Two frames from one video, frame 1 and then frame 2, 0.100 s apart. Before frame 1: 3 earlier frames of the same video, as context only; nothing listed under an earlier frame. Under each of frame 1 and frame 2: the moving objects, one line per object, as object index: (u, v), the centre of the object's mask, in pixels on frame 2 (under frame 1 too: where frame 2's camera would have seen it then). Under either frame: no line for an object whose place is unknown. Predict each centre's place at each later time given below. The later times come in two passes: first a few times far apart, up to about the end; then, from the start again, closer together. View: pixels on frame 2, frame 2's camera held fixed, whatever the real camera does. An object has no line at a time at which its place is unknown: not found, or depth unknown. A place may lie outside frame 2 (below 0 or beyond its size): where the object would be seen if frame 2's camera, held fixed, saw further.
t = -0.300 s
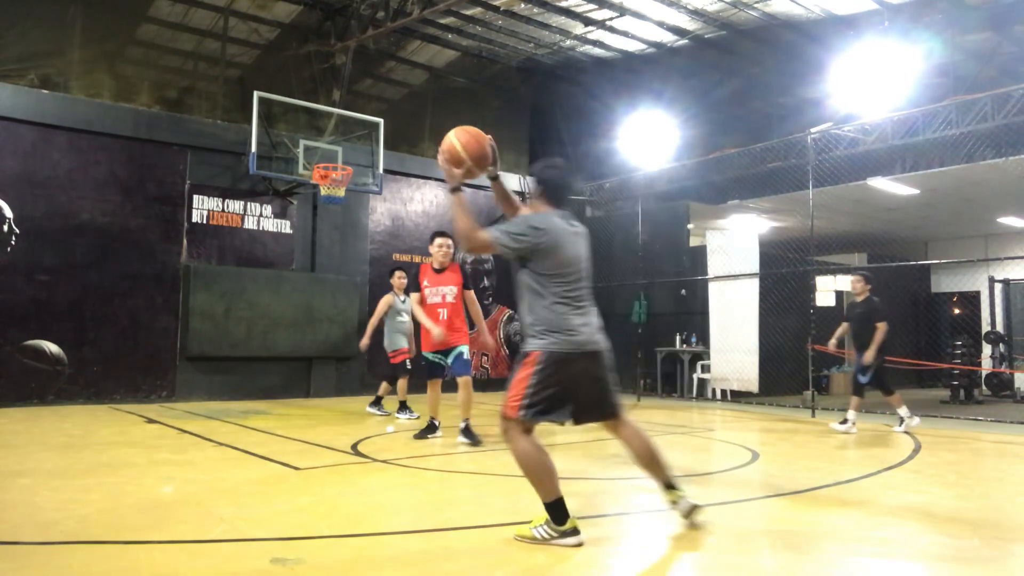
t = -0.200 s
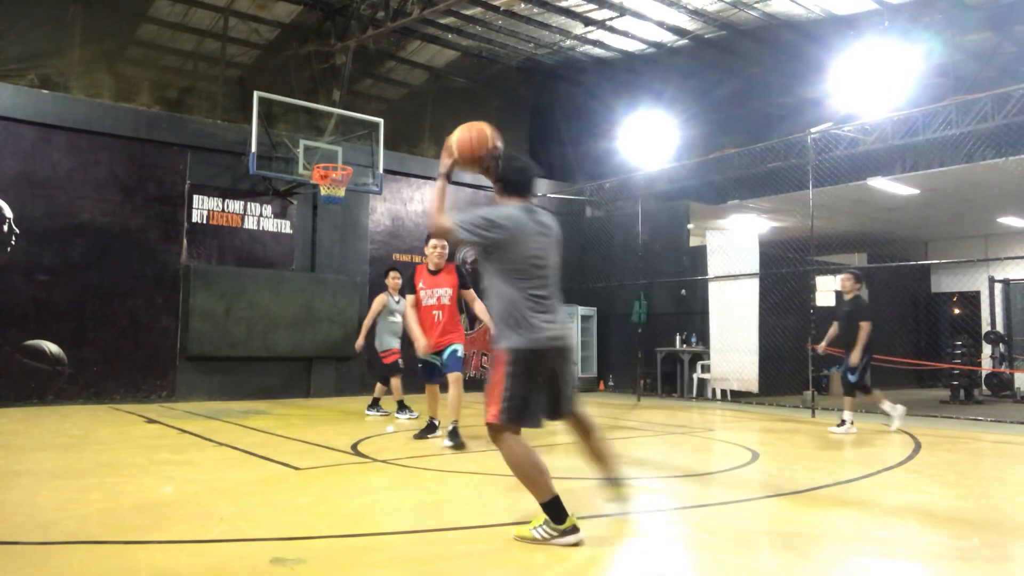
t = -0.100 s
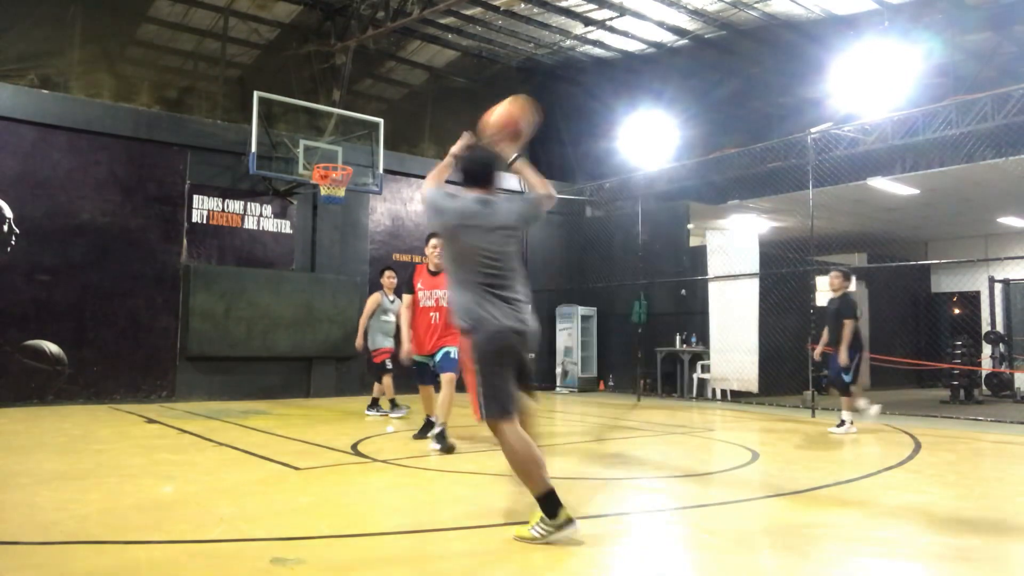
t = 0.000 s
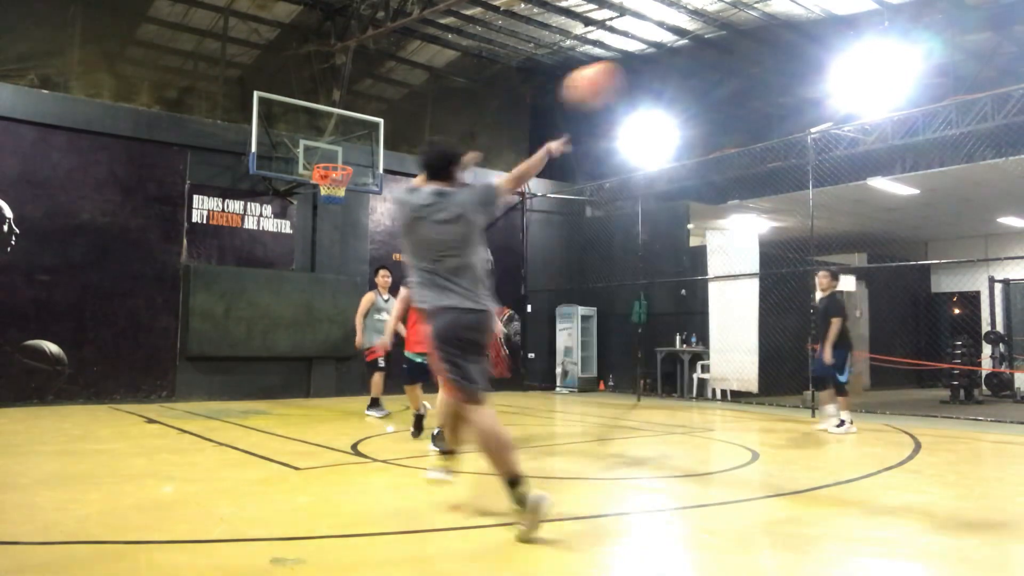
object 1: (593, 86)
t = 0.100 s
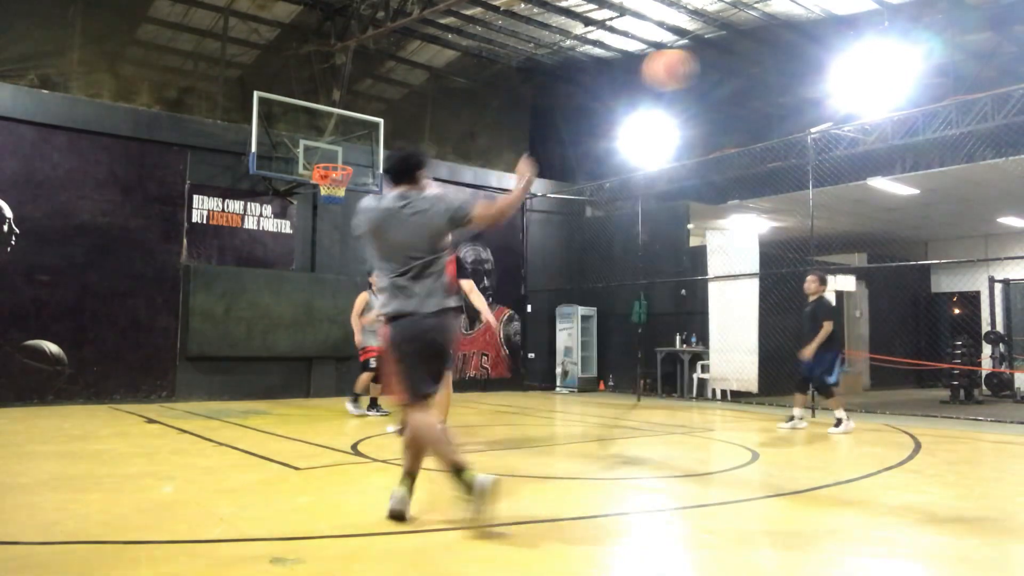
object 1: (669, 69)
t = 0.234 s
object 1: (754, 73)
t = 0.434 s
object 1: (857, 127)
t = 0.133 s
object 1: (693, 68)
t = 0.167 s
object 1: (714, 69)
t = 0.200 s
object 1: (735, 71)
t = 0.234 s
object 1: (754, 73)
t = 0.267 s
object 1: (772, 77)
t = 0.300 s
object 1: (790, 84)
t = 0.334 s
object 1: (804, 89)
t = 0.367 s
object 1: (819, 99)
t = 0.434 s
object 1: (857, 127)
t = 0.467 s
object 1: (871, 133)
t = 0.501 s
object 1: (884, 144)
